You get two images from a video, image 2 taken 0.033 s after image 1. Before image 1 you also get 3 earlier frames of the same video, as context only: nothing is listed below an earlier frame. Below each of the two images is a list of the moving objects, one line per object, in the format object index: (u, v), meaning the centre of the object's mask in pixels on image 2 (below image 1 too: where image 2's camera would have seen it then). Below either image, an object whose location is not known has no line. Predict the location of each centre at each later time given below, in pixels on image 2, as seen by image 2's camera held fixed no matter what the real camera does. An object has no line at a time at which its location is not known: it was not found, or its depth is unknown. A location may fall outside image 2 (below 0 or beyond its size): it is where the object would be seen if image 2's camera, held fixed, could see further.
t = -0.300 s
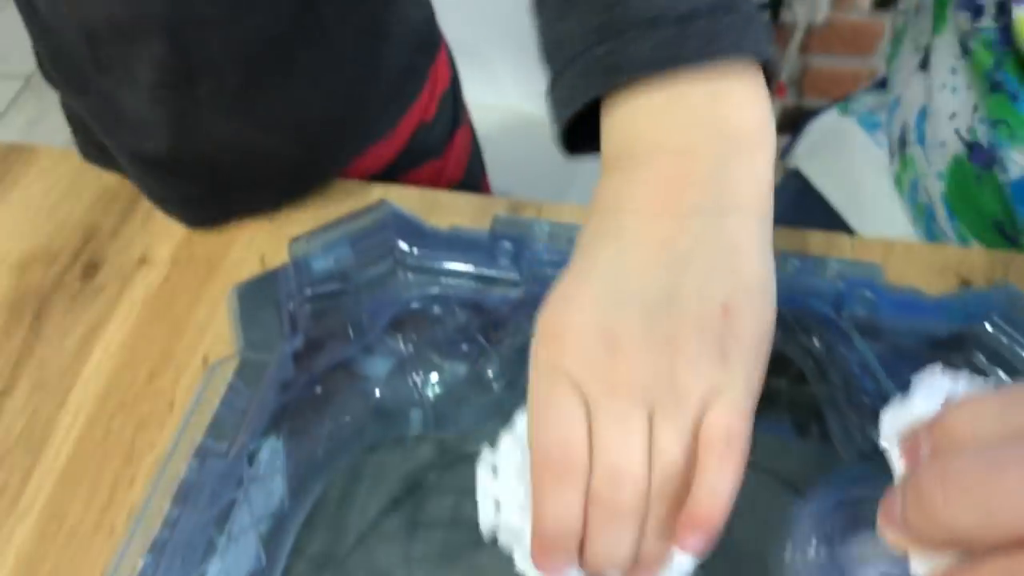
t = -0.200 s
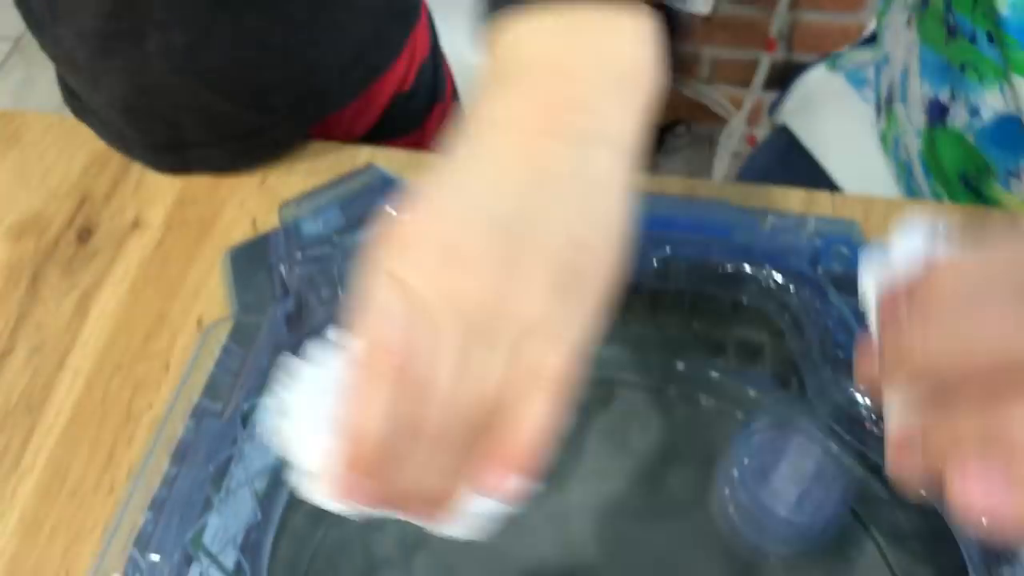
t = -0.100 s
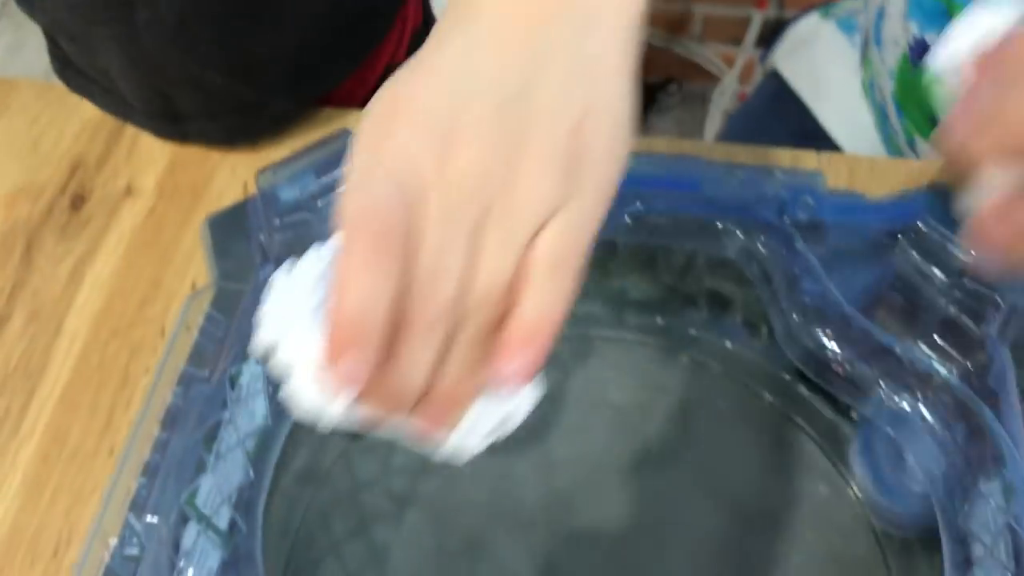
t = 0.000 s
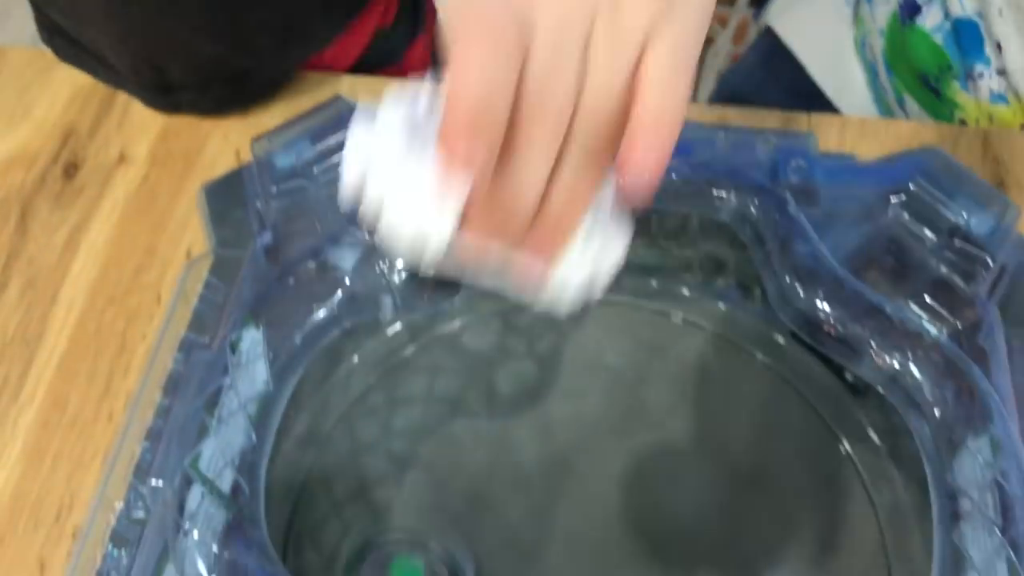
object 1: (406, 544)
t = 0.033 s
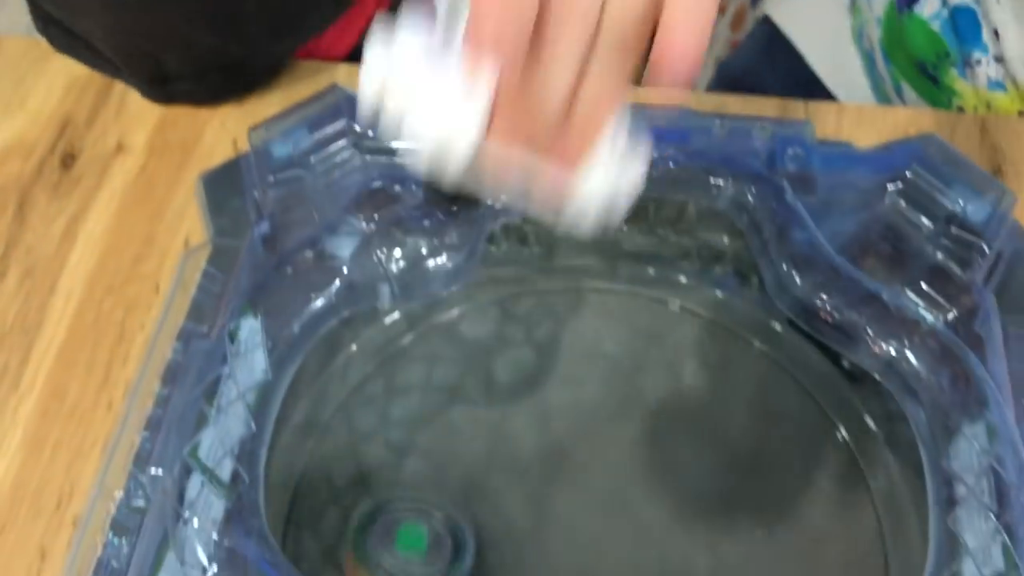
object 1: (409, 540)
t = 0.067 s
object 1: (419, 517)
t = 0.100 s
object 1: (432, 472)
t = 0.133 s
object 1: (448, 437)
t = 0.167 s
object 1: (467, 411)
